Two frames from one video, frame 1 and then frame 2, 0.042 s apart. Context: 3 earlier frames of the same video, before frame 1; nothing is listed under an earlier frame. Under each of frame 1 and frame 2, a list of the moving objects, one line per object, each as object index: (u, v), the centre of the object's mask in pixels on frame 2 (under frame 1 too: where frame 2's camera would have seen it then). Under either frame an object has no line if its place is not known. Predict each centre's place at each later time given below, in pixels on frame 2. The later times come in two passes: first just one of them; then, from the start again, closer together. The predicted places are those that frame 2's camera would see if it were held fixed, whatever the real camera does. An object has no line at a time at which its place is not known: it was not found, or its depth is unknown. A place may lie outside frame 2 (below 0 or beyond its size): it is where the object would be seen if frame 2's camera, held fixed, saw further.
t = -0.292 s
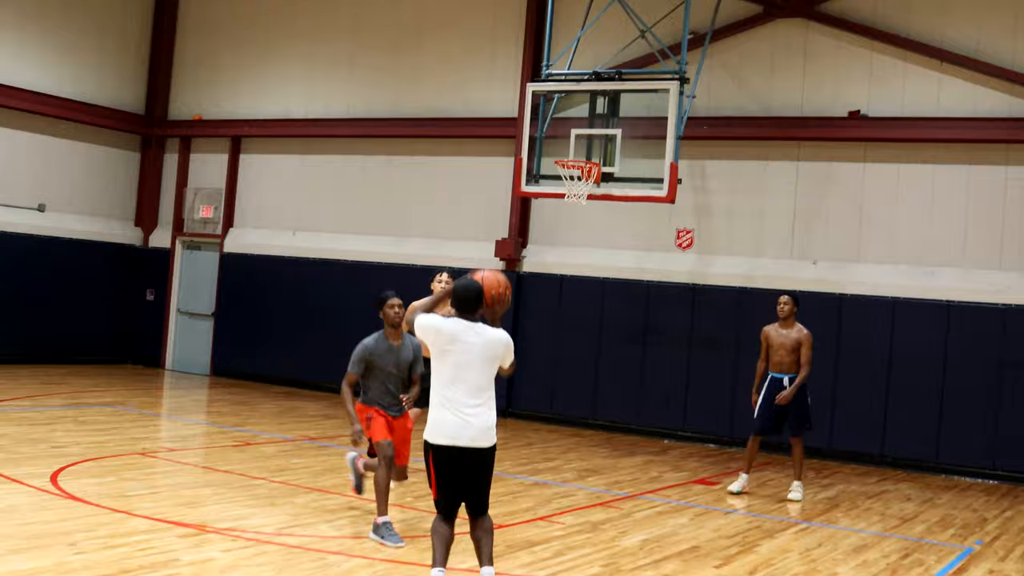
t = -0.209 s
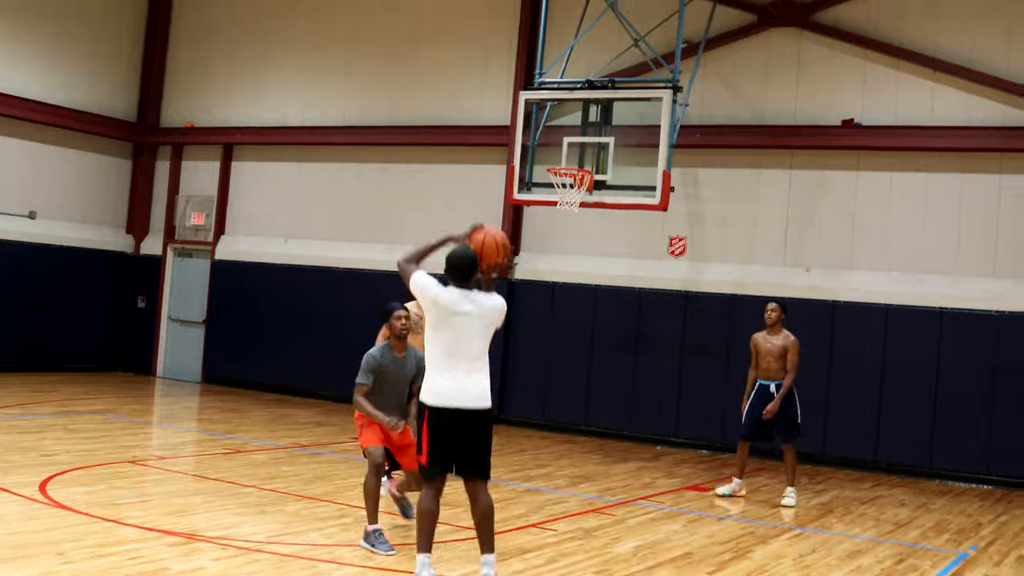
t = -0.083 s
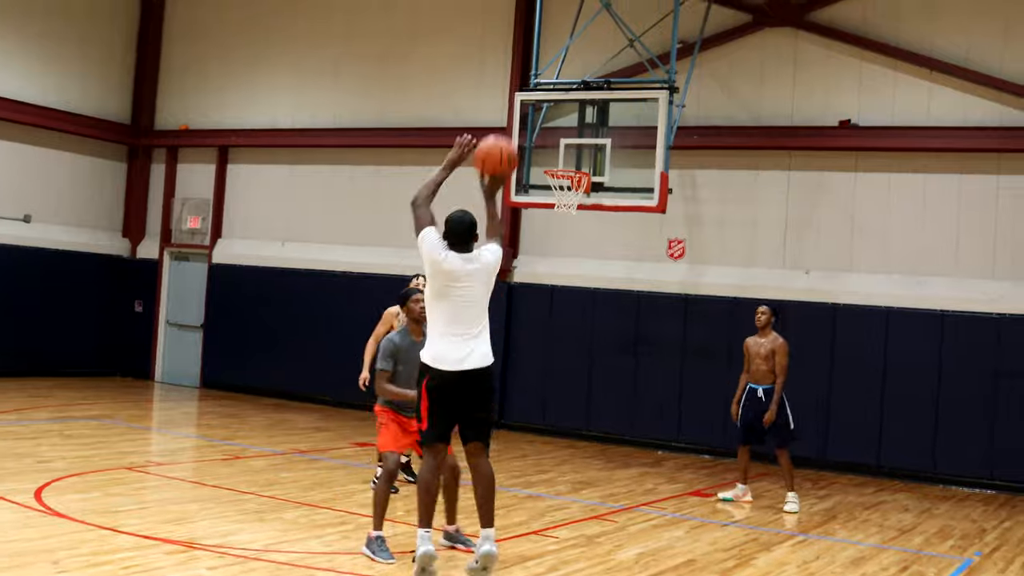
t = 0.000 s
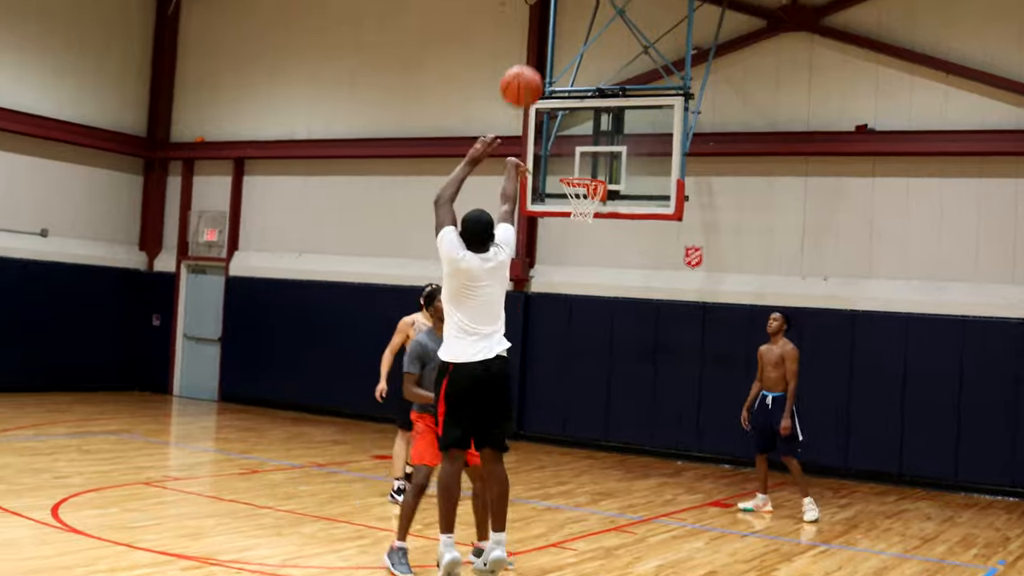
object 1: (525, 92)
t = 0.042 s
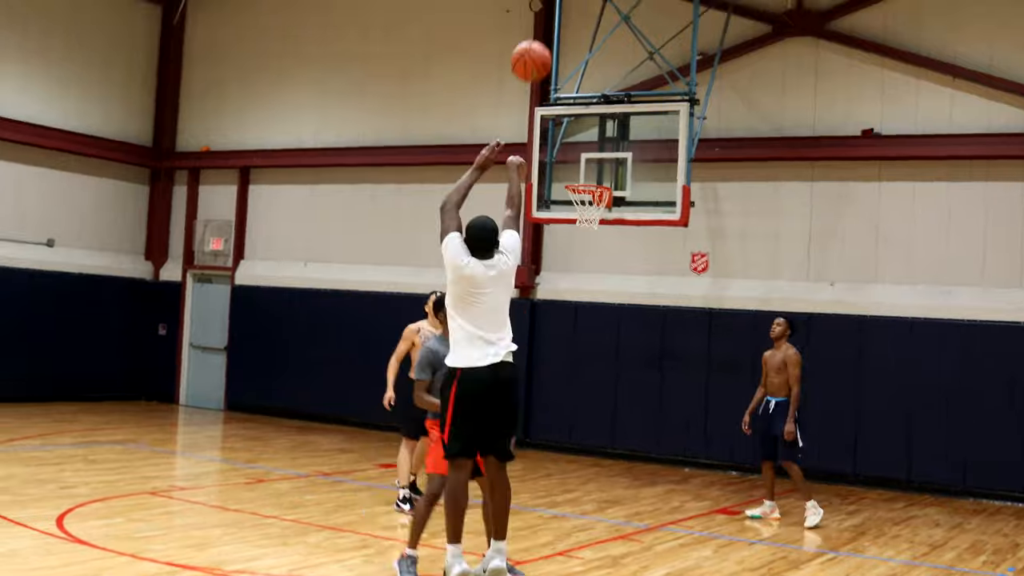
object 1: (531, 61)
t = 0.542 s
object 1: (561, -53)
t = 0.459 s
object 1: (557, -62)
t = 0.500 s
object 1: (561, -58)
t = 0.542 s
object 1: (561, -53)
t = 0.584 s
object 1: (561, -46)
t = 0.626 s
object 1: (560, -38)
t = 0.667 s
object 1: (562, -27)
